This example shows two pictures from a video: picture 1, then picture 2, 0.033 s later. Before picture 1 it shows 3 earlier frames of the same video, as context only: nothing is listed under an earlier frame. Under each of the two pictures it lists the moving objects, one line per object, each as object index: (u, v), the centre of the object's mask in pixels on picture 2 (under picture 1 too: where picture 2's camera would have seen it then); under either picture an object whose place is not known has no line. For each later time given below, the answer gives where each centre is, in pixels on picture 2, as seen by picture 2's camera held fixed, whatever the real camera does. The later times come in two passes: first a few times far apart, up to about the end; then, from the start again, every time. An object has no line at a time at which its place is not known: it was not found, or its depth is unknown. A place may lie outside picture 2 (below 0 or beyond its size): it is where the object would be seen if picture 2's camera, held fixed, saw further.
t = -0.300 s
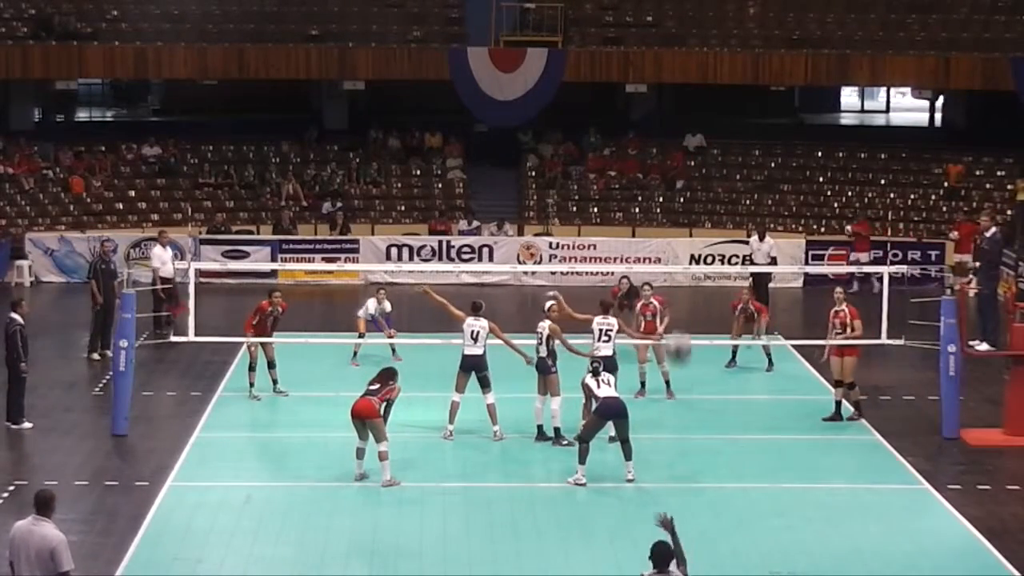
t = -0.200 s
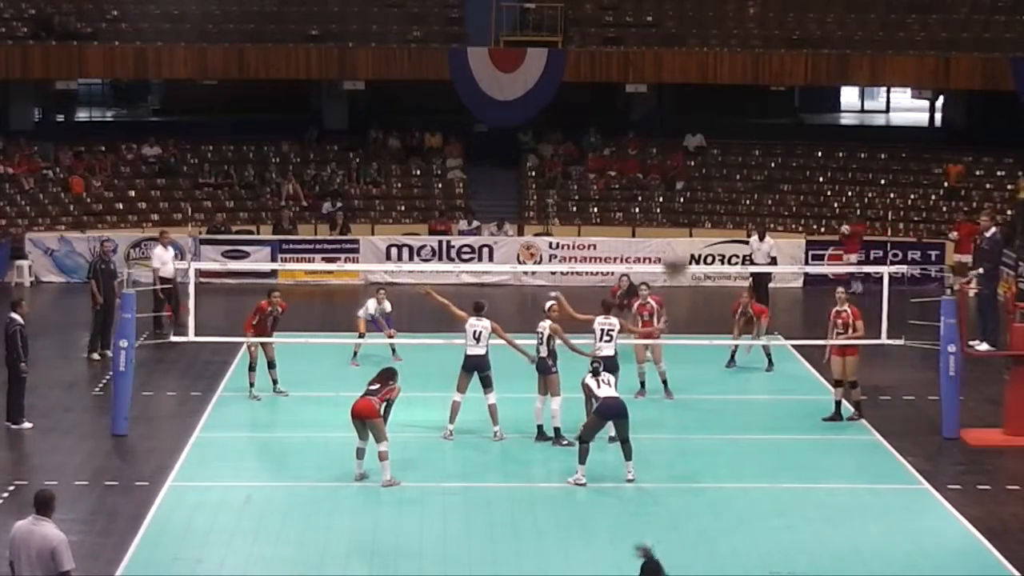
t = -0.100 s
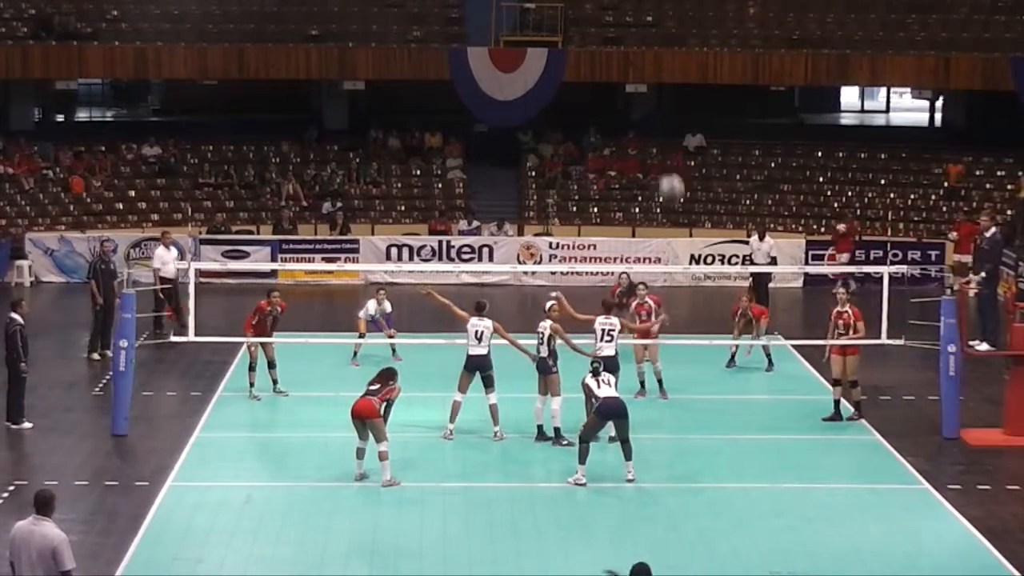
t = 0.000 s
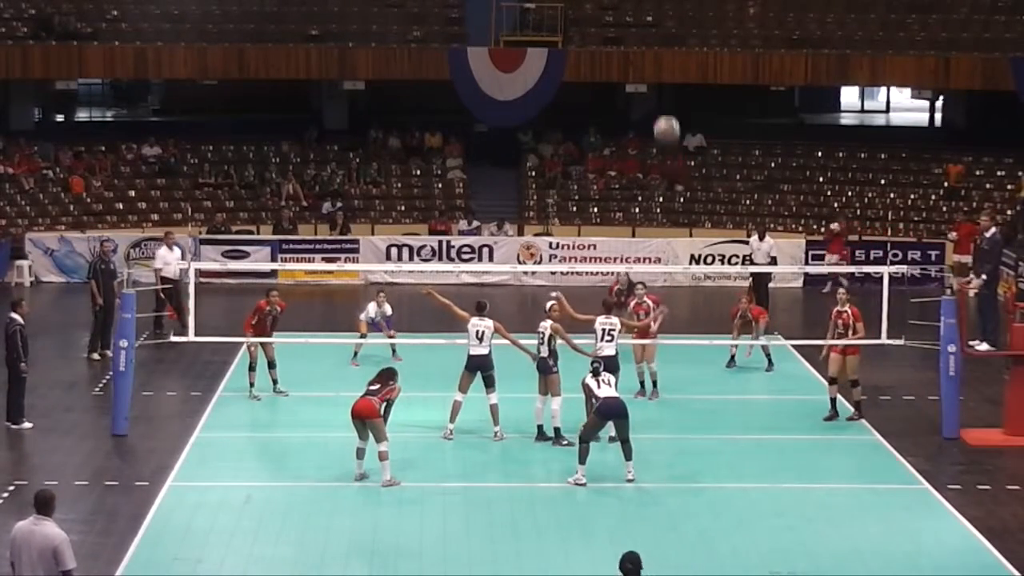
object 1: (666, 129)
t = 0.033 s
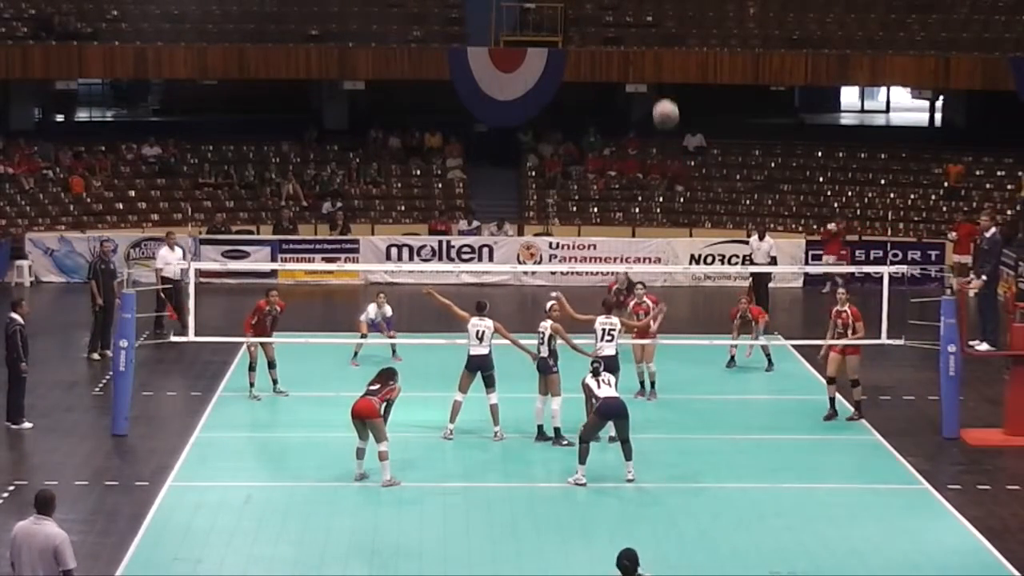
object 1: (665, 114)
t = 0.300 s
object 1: (655, 34)
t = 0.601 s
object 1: (640, 51)
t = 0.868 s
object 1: (628, 151)
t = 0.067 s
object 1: (664, 99)
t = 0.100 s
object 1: (663, 86)
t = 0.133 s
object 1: (661, 75)
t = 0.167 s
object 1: (660, 64)
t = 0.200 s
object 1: (658, 51)
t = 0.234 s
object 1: (657, 46)
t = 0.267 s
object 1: (656, 40)
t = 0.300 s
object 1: (655, 34)
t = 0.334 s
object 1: (653, 32)
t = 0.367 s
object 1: (652, 30)
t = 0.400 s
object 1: (650, 30)
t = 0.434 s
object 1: (649, 30)
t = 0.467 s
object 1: (648, 31)
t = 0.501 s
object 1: (646, 34)
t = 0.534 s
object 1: (644, 38)
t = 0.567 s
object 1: (643, 43)
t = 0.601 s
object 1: (640, 51)
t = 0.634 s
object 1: (639, 58)
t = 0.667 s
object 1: (638, 68)
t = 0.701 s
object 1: (636, 80)
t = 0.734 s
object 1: (635, 92)
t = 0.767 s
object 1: (633, 104)
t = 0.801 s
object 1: (631, 120)
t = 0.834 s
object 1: (629, 134)
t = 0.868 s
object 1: (628, 151)
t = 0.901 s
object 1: (626, 169)
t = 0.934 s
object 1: (624, 187)
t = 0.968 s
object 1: (623, 206)
